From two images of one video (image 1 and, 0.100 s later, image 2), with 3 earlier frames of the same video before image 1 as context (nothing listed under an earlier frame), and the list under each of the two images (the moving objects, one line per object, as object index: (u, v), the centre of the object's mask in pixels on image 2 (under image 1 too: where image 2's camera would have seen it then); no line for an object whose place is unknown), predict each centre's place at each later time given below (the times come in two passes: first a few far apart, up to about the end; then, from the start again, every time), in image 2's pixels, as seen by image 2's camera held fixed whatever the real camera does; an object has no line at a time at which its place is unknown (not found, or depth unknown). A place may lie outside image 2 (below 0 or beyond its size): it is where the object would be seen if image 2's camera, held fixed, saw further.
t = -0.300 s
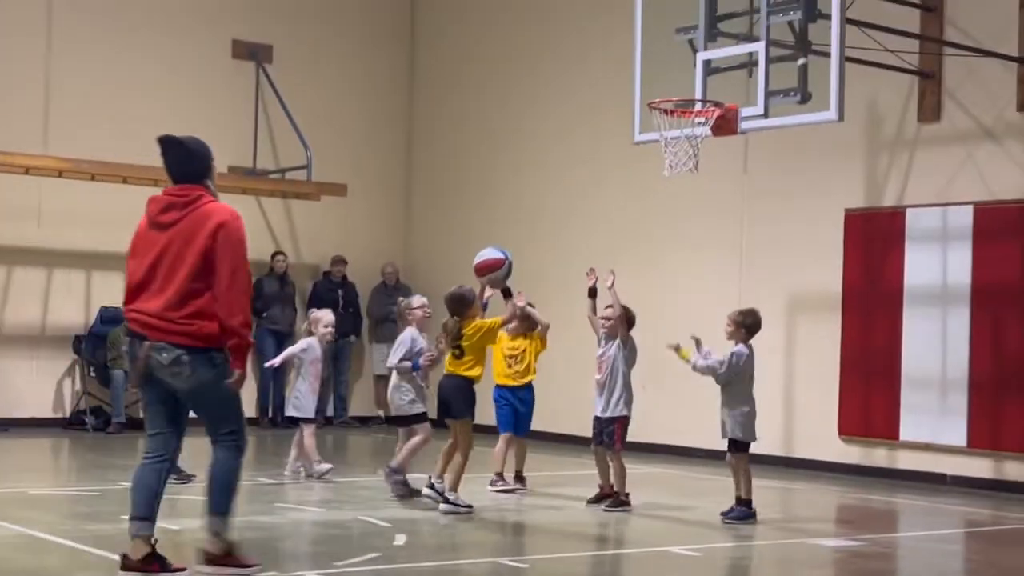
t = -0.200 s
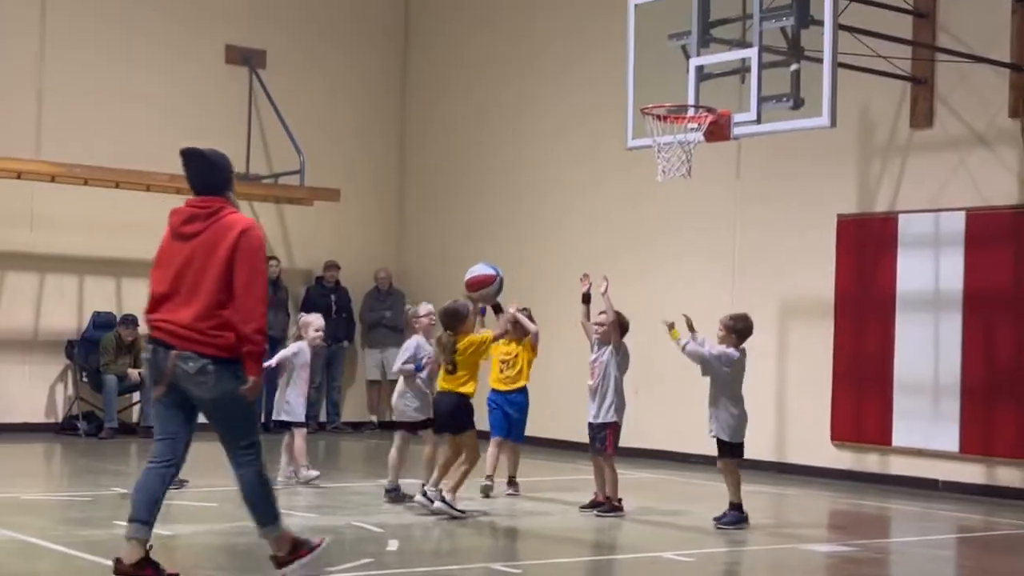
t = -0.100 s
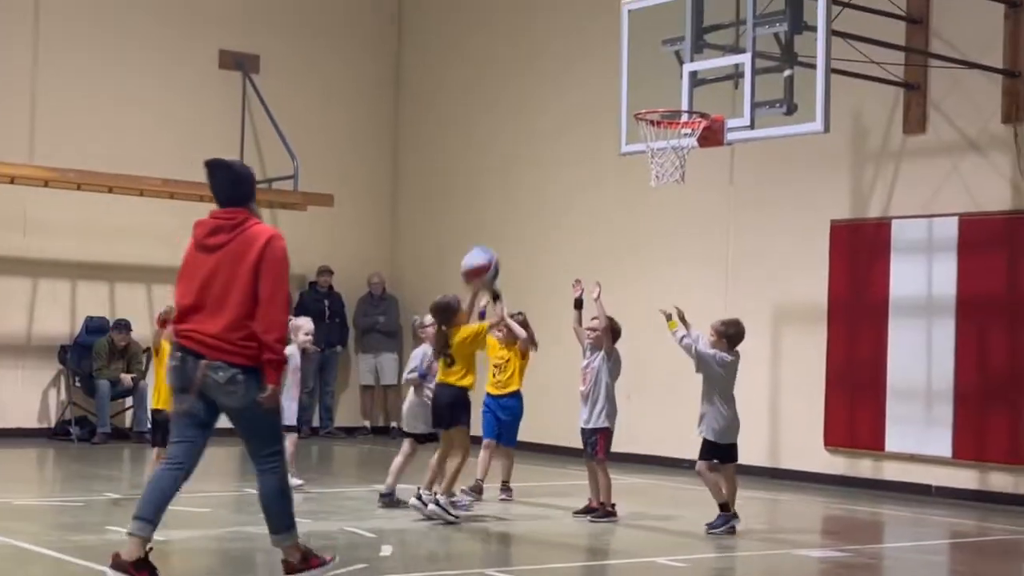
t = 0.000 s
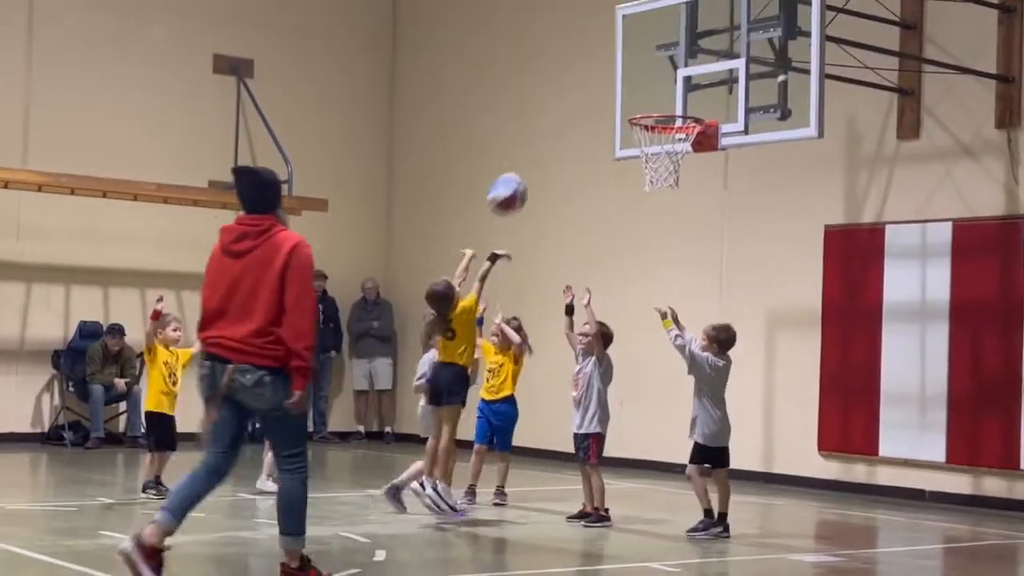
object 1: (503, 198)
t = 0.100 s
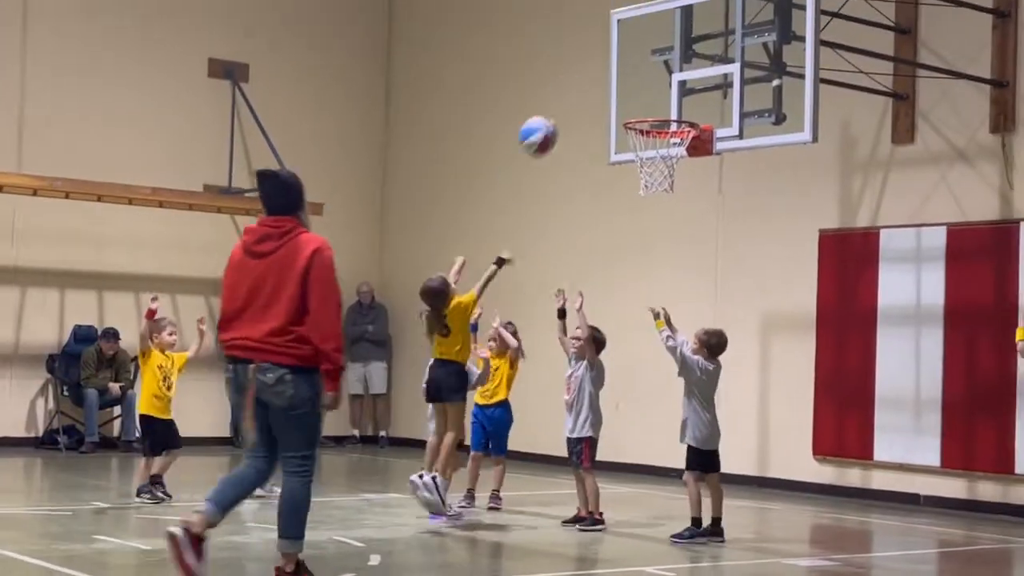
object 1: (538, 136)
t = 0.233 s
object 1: (583, 79)
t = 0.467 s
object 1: (652, 52)
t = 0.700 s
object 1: (691, 102)
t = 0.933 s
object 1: (643, 157)
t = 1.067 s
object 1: (638, 165)
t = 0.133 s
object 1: (549, 118)
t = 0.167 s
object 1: (561, 103)
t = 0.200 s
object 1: (571, 90)
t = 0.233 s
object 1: (583, 79)
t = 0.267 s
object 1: (593, 70)
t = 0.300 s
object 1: (603, 63)
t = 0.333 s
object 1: (614, 58)
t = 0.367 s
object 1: (624, 54)
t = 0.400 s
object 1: (634, 52)
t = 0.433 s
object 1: (643, 52)
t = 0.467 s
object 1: (652, 52)
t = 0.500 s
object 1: (661, 56)
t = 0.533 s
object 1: (670, 61)
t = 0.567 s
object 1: (680, 68)
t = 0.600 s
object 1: (690, 74)
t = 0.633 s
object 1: (698, 86)
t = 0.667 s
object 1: (698, 95)
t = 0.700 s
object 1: (691, 102)
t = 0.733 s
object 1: (683, 109)
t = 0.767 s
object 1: (674, 113)
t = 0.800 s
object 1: (666, 135)
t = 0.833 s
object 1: (657, 147)
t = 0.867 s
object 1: (650, 157)
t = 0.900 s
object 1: (647, 157)
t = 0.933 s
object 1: (643, 157)
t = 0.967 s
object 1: (641, 158)
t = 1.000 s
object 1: (638, 159)
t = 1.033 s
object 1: (638, 163)
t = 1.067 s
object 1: (638, 165)
